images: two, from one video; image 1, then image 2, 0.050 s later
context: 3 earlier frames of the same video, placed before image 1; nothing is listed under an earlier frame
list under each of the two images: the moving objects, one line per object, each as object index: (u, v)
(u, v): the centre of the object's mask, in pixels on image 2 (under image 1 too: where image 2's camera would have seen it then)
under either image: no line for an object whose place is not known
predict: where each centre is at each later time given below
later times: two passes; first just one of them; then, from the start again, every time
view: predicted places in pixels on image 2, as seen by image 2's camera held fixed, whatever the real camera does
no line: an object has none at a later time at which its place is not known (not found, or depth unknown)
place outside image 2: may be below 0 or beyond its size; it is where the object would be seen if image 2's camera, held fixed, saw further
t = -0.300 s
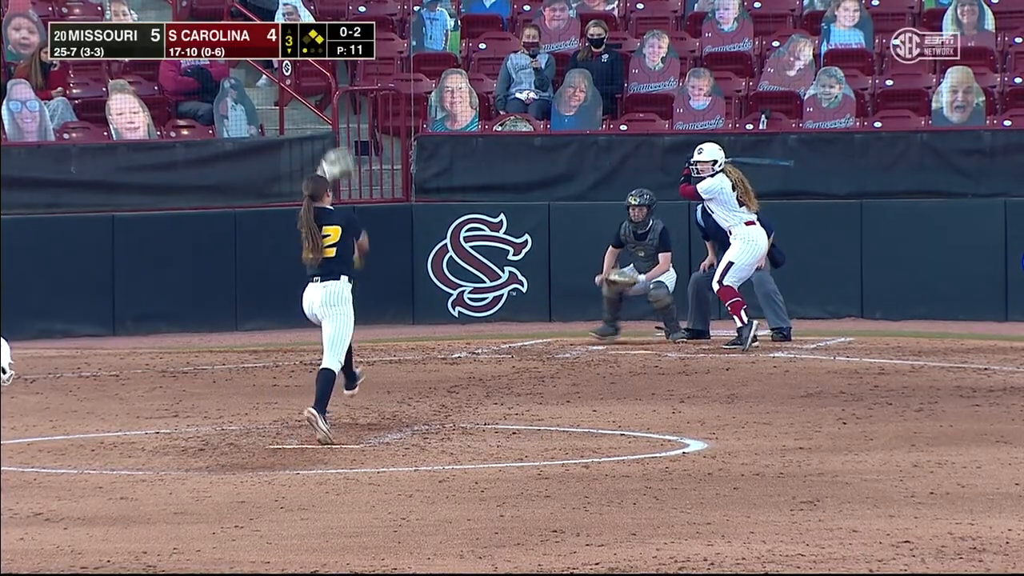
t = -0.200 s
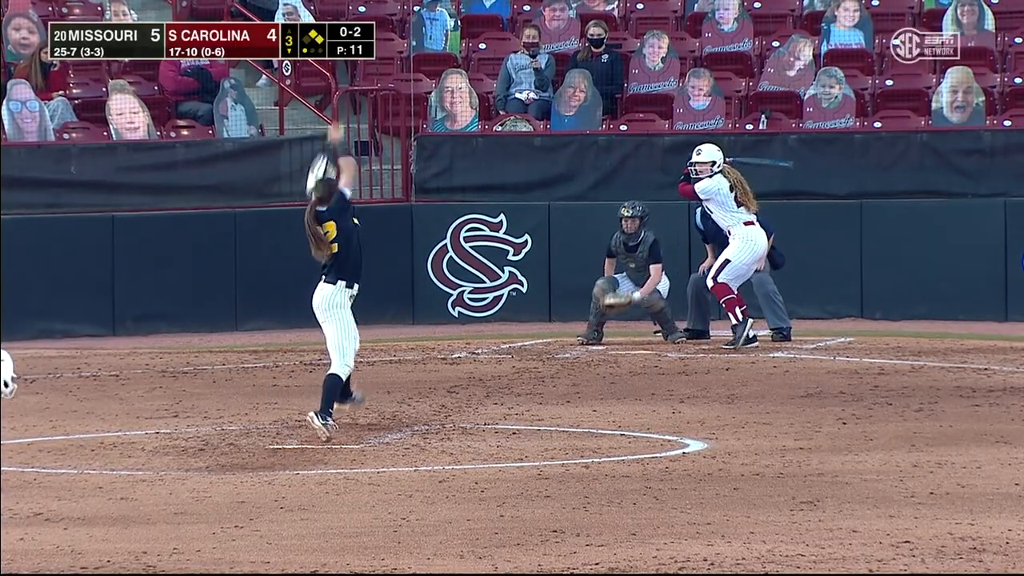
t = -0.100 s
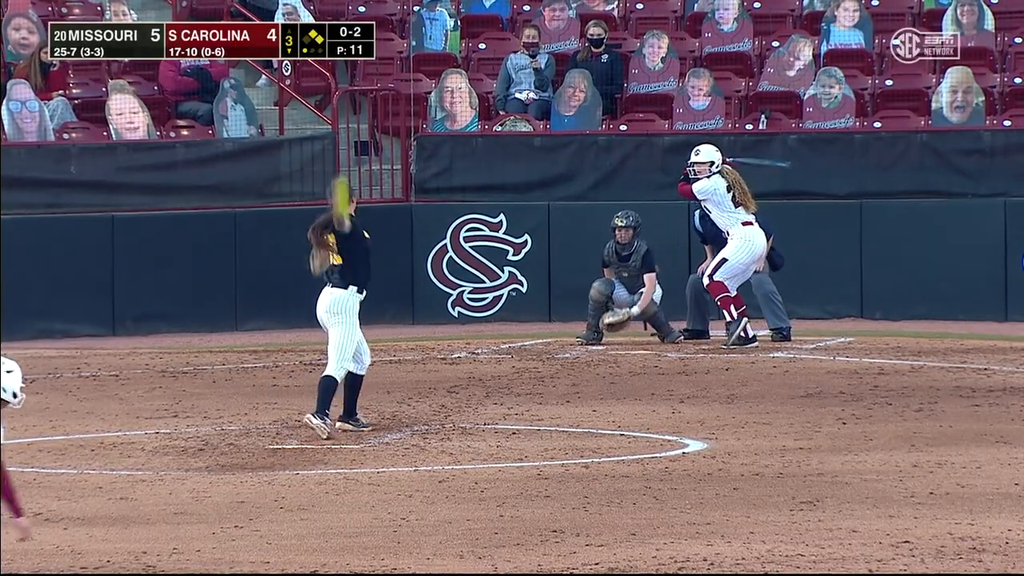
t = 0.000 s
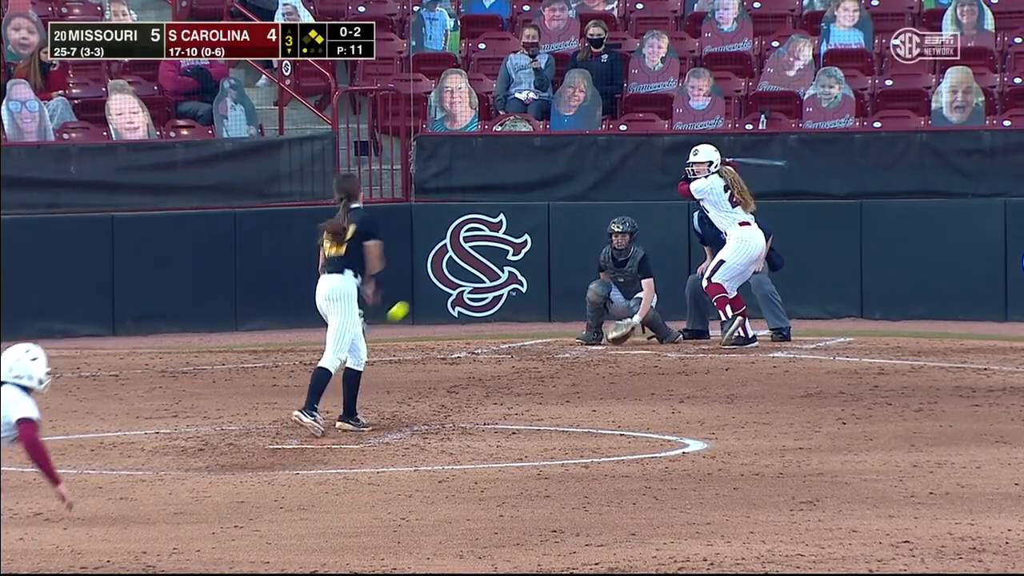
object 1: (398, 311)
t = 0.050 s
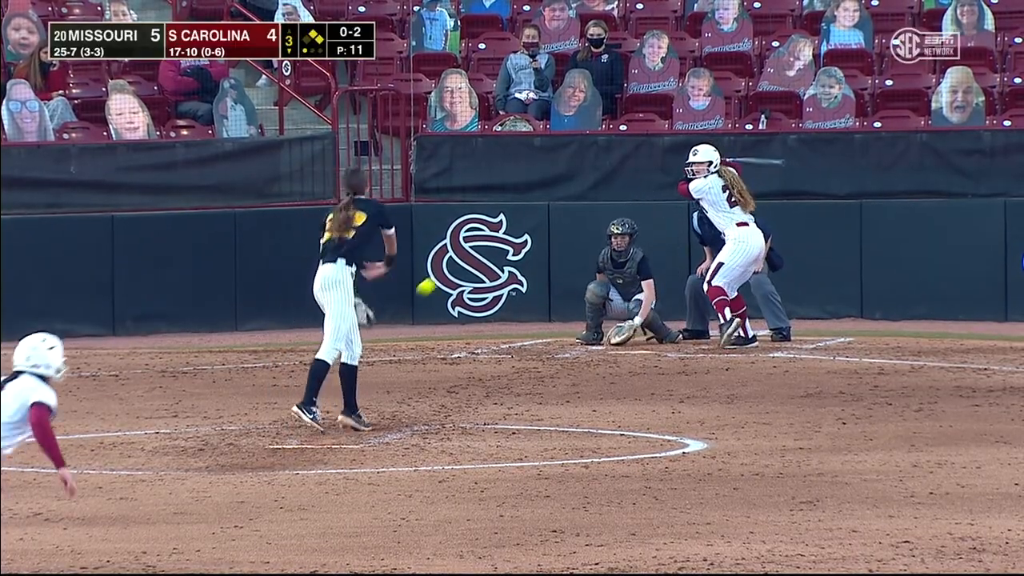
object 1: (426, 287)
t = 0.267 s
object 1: (539, 236)
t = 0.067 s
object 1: (436, 279)
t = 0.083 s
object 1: (446, 273)
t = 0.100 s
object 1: (455, 267)
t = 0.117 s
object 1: (464, 261)
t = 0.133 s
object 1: (472, 256)
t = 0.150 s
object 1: (482, 251)
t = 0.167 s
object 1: (489, 249)
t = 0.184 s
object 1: (497, 245)
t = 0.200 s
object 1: (506, 242)
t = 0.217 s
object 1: (515, 240)
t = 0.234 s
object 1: (523, 237)
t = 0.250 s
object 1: (531, 237)
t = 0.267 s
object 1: (539, 236)
